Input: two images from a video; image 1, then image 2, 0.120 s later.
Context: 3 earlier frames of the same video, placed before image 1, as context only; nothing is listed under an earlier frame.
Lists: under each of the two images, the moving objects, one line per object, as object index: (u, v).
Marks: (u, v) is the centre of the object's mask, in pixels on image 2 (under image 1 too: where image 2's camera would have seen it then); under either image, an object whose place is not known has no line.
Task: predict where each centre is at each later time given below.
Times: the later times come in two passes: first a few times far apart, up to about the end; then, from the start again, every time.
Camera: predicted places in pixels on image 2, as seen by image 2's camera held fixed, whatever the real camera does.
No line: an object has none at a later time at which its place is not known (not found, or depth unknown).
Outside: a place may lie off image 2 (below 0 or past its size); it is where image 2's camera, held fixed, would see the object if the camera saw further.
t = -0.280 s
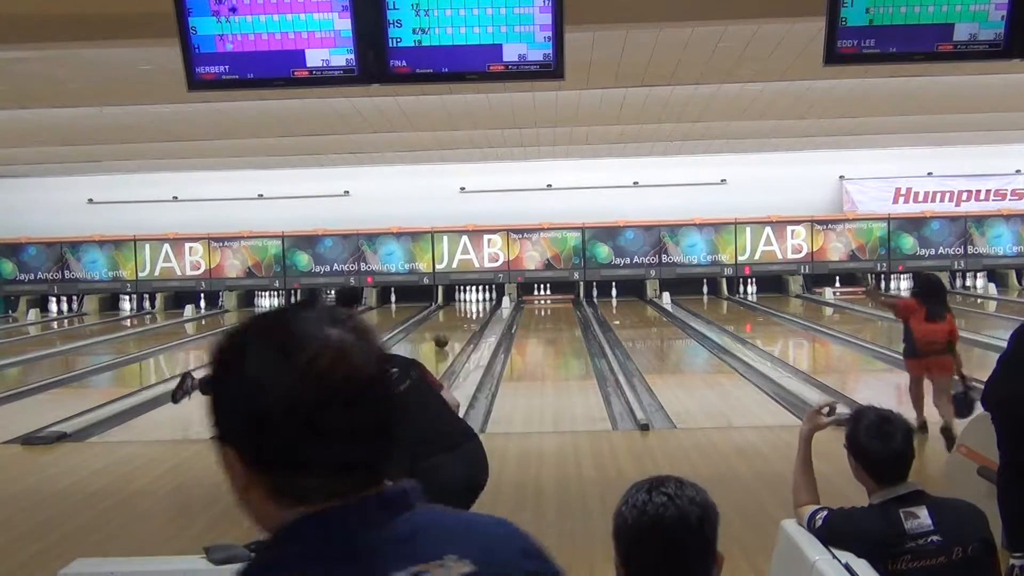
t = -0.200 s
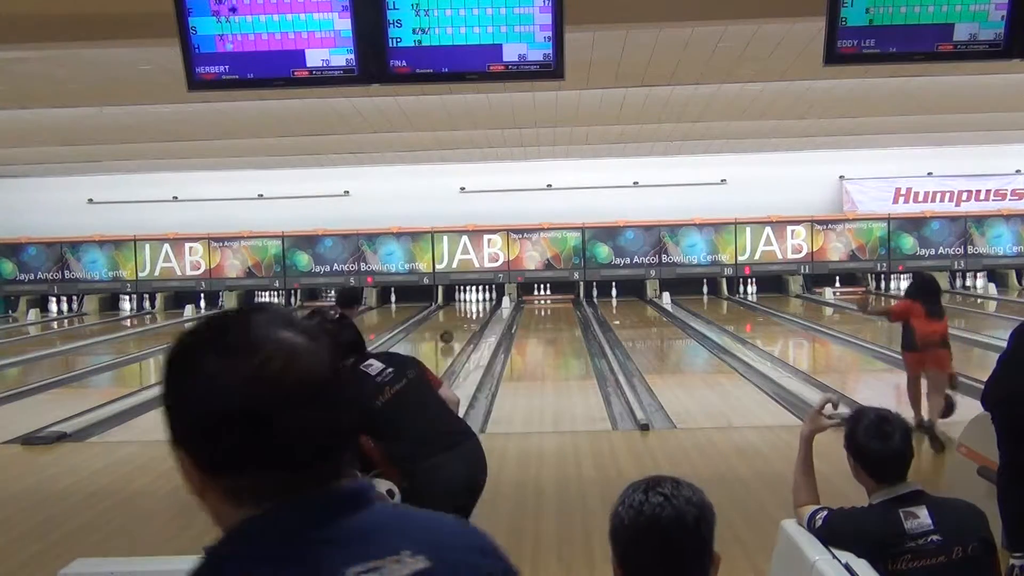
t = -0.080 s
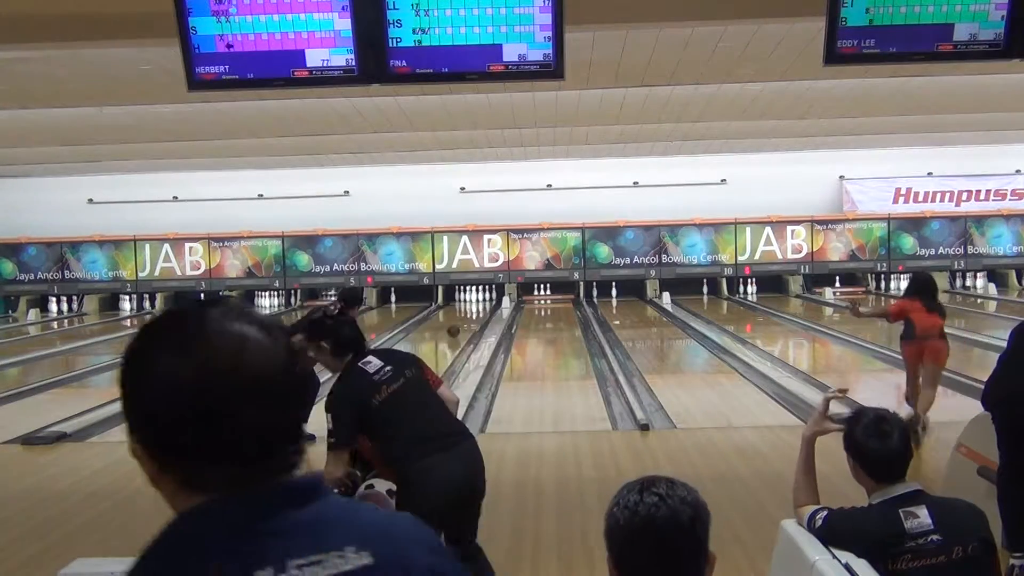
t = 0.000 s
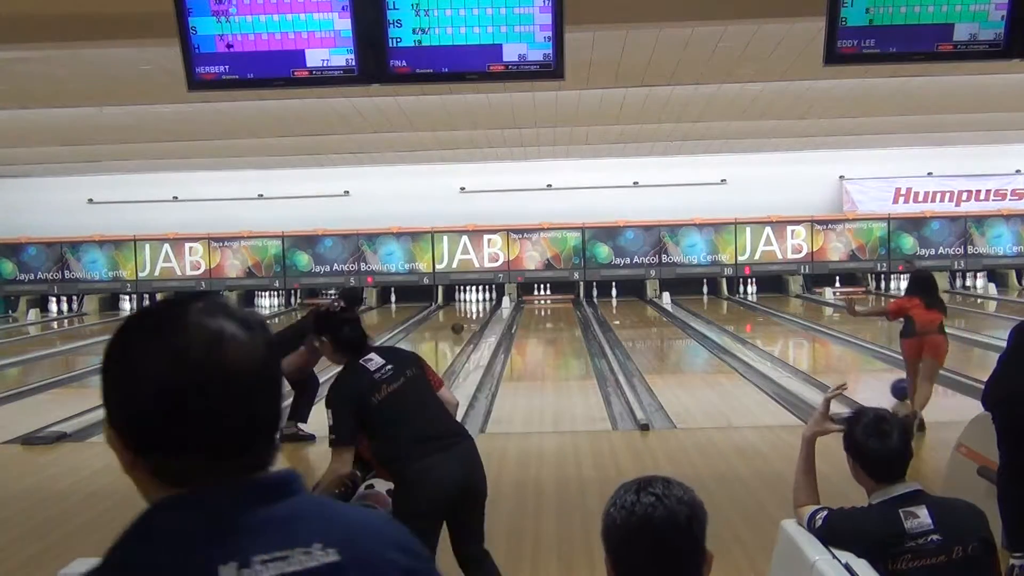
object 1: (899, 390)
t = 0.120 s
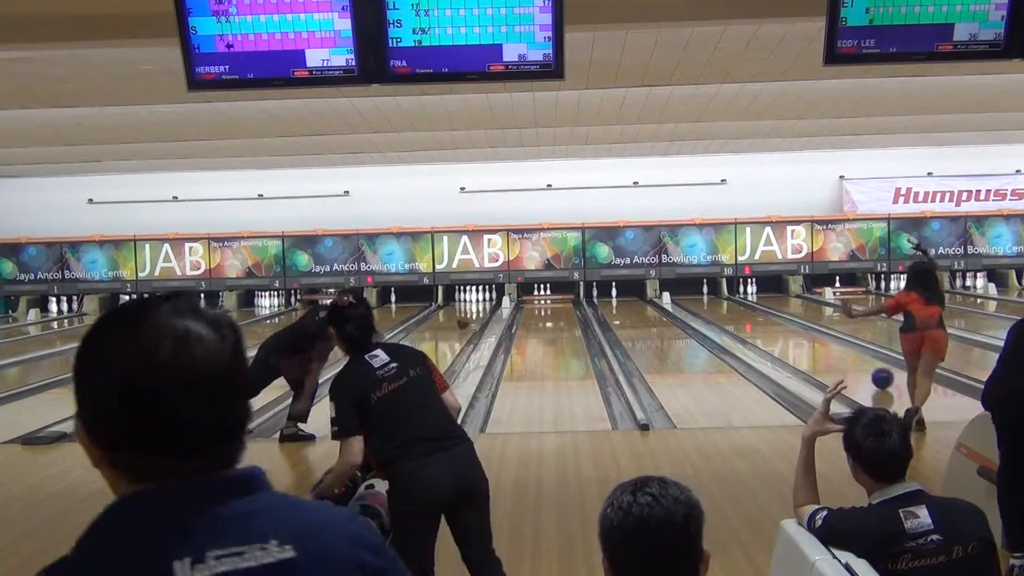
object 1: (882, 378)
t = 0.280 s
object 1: (860, 366)
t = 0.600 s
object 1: (825, 346)
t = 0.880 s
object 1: (801, 334)
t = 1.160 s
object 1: (782, 324)
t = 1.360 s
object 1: (771, 318)
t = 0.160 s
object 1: (876, 375)
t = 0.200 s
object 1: (872, 373)
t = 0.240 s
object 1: (865, 369)
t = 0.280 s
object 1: (860, 366)
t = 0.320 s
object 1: (855, 364)
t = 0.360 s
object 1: (850, 361)
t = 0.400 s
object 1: (846, 358)
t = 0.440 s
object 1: (841, 356)
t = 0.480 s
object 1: (837, 353)
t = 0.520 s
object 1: (833, 351)
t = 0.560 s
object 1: (828, 349)
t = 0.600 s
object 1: (825, 346)
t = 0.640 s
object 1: (821, 344)
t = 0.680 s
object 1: (818, 343)
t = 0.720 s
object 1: (814, 341)
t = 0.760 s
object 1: (811, 339)
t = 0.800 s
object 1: (808, 337)
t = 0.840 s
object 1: (805, 335)
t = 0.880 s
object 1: (801, 334)
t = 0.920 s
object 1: (798, 332)
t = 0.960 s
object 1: (795, 331)
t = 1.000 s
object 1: (793, 329)
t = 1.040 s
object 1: (790, 328)
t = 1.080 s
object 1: (787, 327)
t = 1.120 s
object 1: (785, 325)
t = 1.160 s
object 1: (782, 324)
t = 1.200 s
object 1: (780, 323)
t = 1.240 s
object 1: (777, 321)
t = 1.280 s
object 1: (775, 320)
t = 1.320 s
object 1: (773, 319)
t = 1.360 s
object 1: (771, 318)
